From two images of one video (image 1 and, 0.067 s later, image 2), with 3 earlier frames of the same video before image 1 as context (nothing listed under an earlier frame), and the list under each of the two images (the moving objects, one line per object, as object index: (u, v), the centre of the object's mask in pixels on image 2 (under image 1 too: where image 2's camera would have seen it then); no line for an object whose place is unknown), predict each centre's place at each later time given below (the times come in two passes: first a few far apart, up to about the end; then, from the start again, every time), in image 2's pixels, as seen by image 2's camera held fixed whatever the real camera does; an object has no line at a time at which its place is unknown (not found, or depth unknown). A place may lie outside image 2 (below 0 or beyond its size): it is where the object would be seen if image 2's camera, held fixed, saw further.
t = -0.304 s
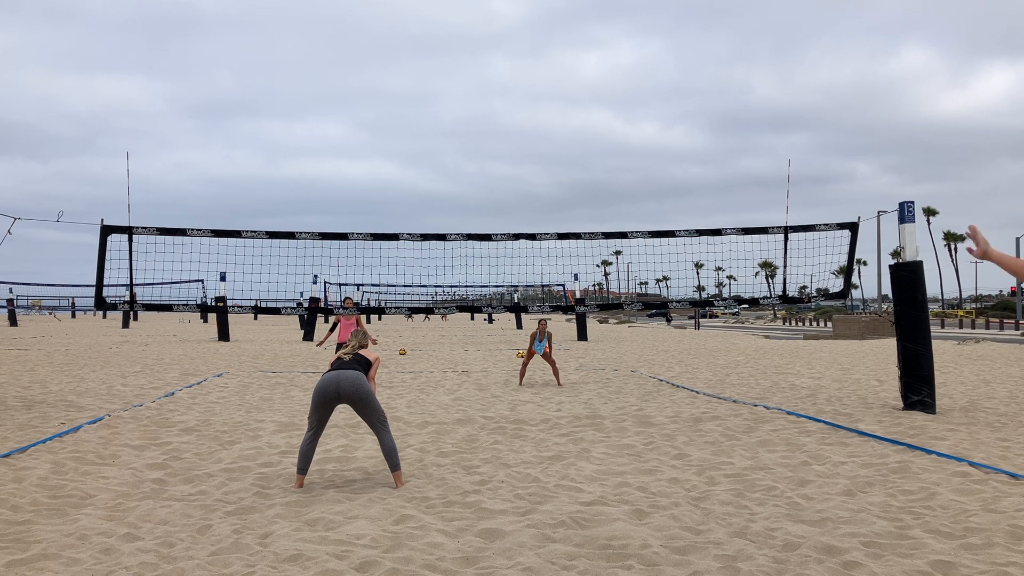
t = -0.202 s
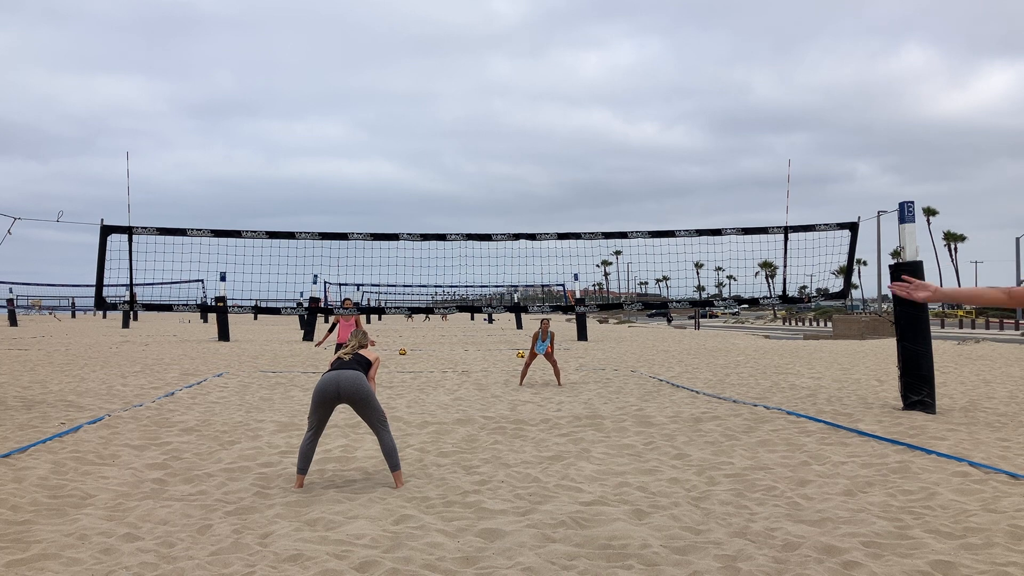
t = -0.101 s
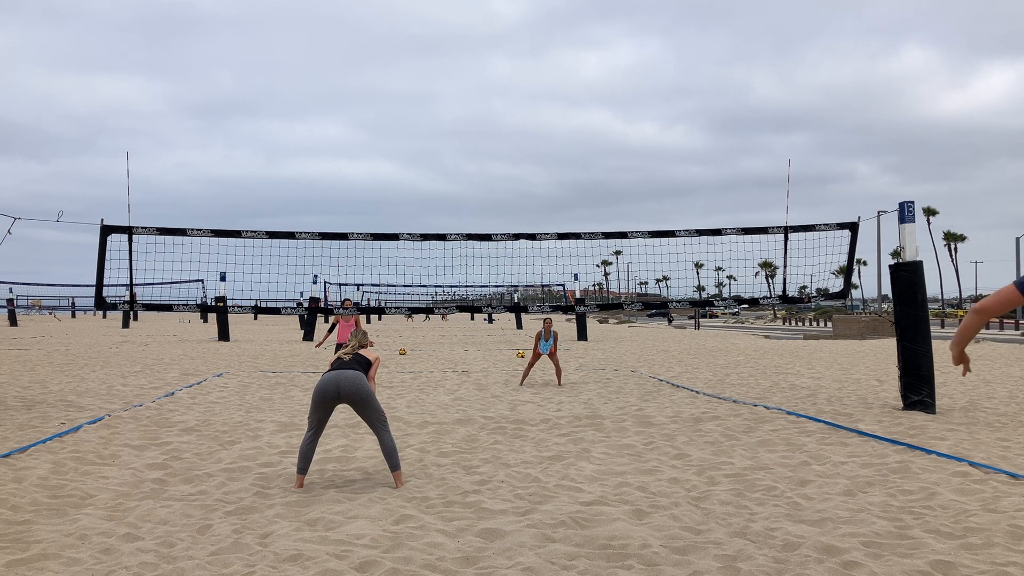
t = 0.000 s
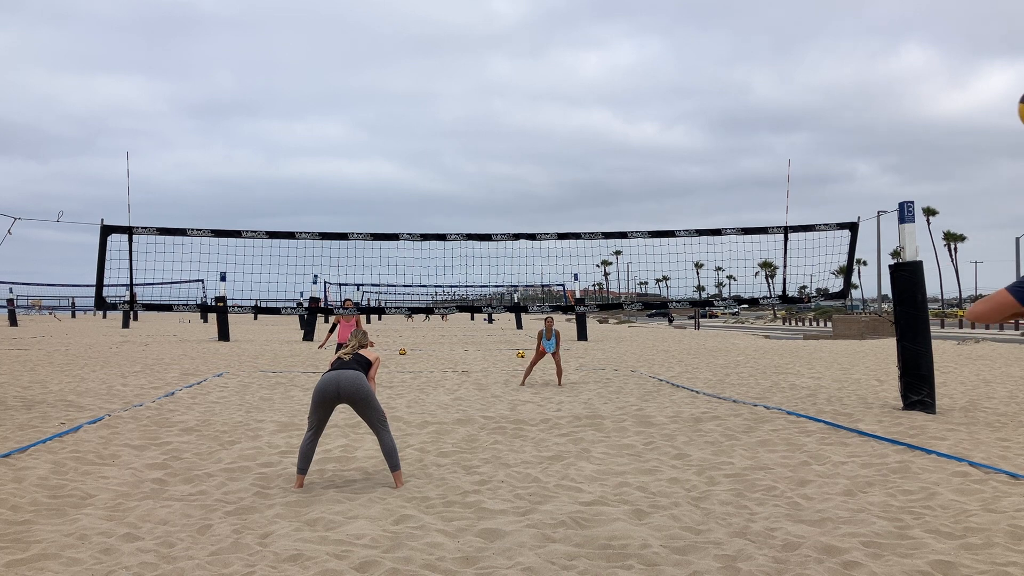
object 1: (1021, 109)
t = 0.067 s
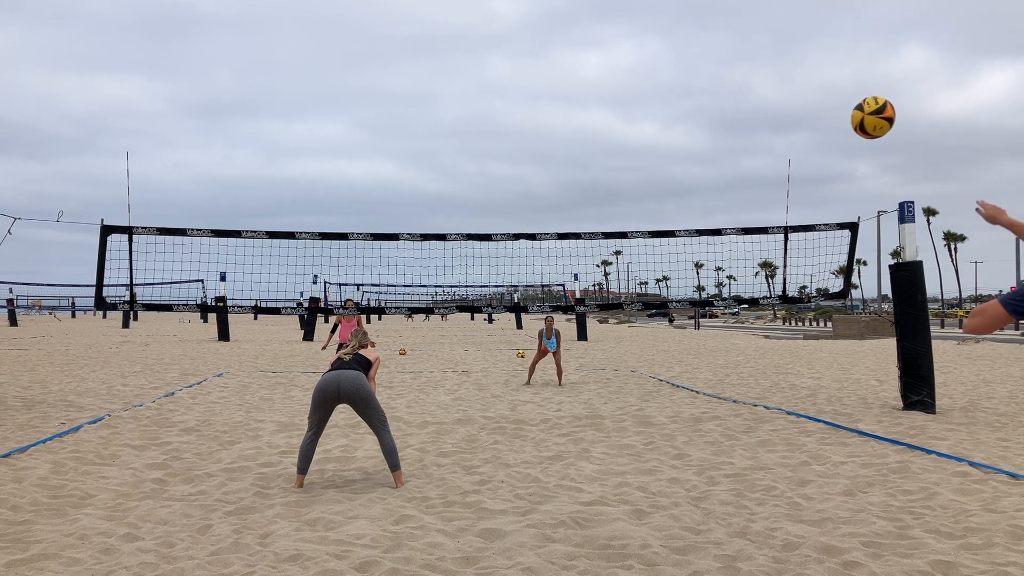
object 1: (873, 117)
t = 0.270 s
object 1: (619, 154)
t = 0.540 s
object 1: (472, 215)
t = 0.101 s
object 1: (811, 123)
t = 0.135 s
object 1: (759, 129)
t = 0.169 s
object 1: (716, 135)
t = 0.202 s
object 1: (679, 141)
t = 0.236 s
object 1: (647, 148)
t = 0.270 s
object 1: (619, 154)
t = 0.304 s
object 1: (594, 160)
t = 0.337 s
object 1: (572, 167)
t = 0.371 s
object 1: (551, 175)
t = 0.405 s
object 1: (533, 182)
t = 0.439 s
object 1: (516, 190)
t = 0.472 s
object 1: (500, 198)
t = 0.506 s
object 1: (486, 206)
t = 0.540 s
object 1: (472, 215)
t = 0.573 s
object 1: (460, 223)
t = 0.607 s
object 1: (448, 229)
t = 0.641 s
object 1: (438, 244)
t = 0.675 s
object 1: (428, 250)
